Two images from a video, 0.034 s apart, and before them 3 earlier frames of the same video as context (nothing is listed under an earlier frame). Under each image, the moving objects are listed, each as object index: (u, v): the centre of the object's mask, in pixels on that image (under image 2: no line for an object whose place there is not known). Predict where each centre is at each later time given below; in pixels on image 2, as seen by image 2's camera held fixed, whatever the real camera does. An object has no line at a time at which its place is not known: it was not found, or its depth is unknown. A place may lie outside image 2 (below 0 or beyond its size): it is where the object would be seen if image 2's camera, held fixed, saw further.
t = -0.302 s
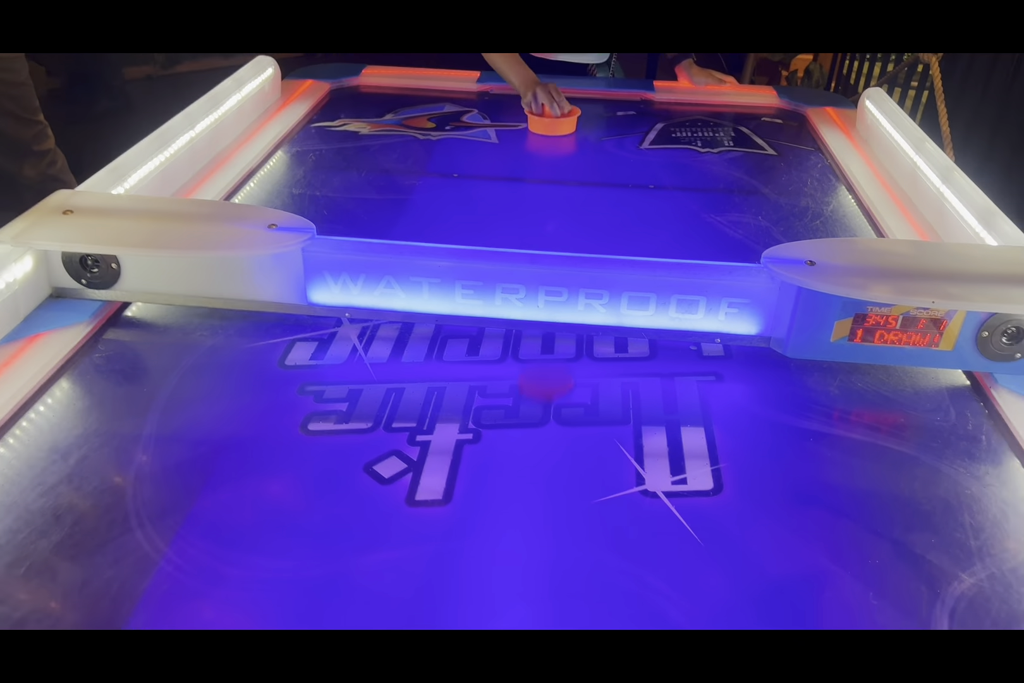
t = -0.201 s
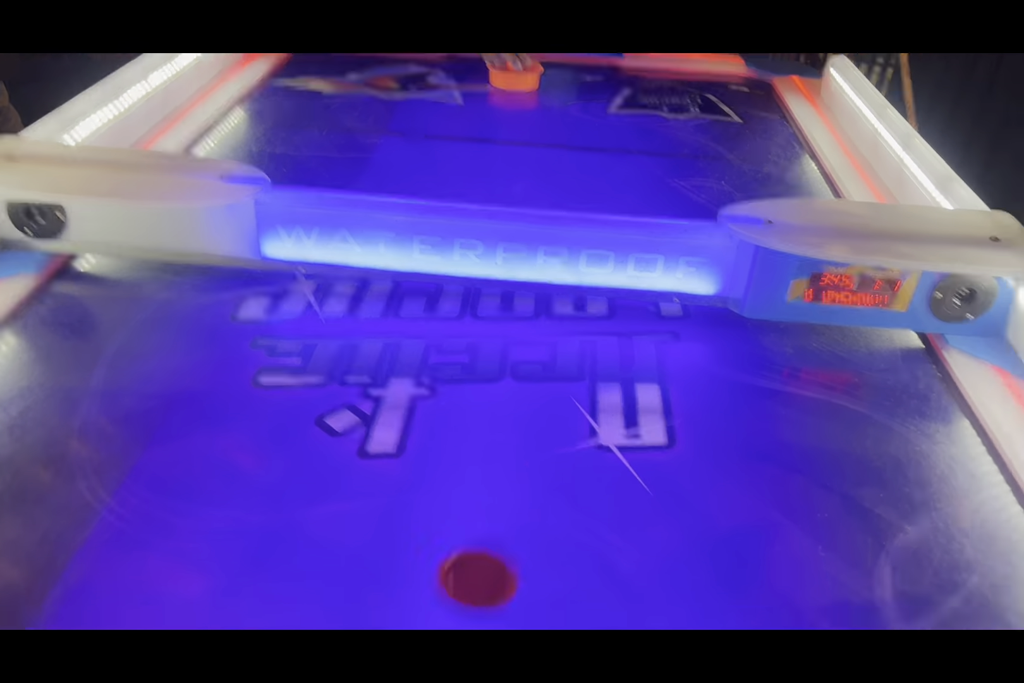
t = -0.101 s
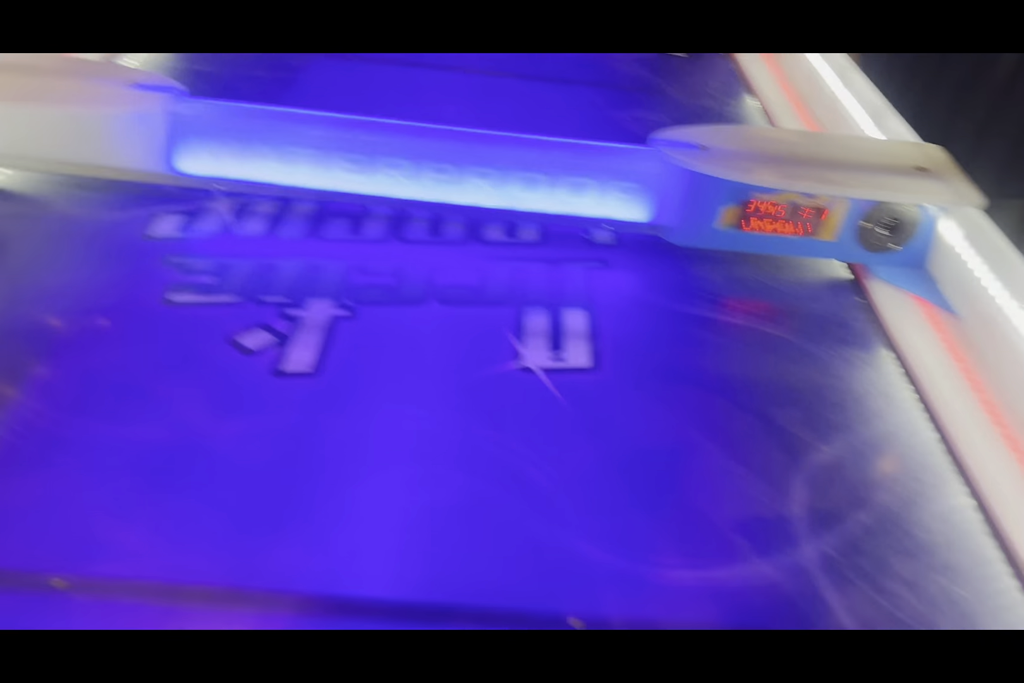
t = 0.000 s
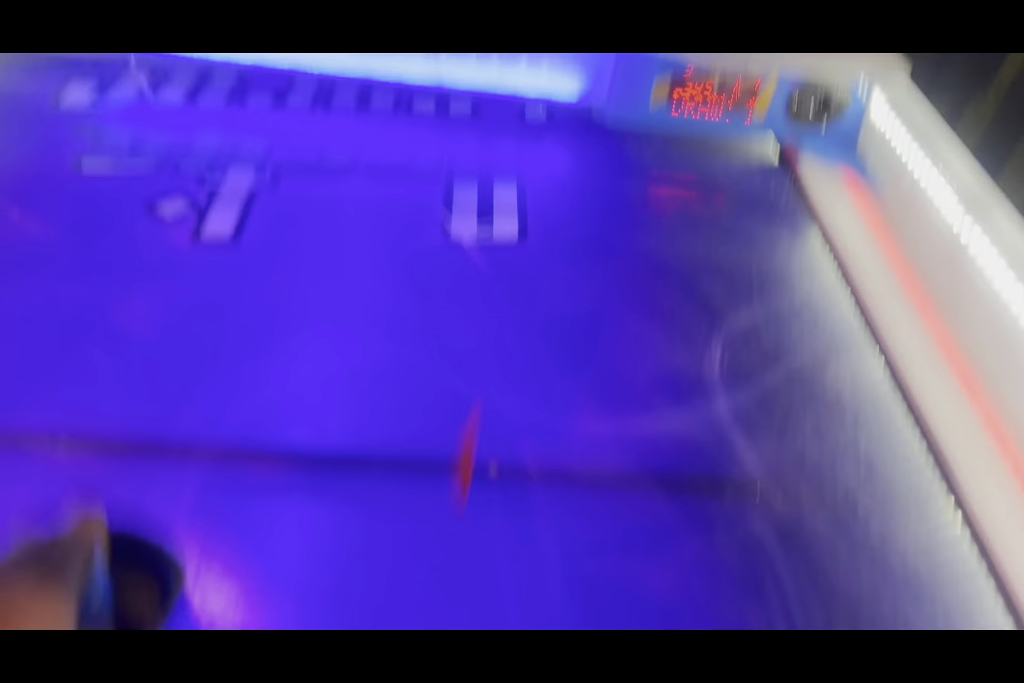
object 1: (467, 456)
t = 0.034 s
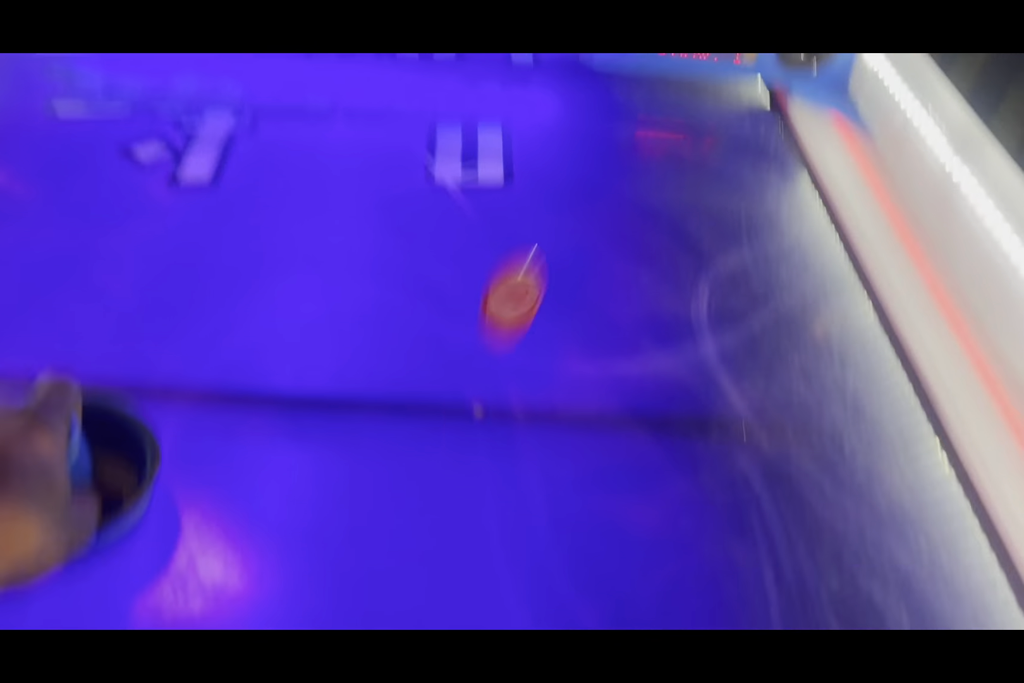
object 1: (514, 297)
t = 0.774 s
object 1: (664, 253)
